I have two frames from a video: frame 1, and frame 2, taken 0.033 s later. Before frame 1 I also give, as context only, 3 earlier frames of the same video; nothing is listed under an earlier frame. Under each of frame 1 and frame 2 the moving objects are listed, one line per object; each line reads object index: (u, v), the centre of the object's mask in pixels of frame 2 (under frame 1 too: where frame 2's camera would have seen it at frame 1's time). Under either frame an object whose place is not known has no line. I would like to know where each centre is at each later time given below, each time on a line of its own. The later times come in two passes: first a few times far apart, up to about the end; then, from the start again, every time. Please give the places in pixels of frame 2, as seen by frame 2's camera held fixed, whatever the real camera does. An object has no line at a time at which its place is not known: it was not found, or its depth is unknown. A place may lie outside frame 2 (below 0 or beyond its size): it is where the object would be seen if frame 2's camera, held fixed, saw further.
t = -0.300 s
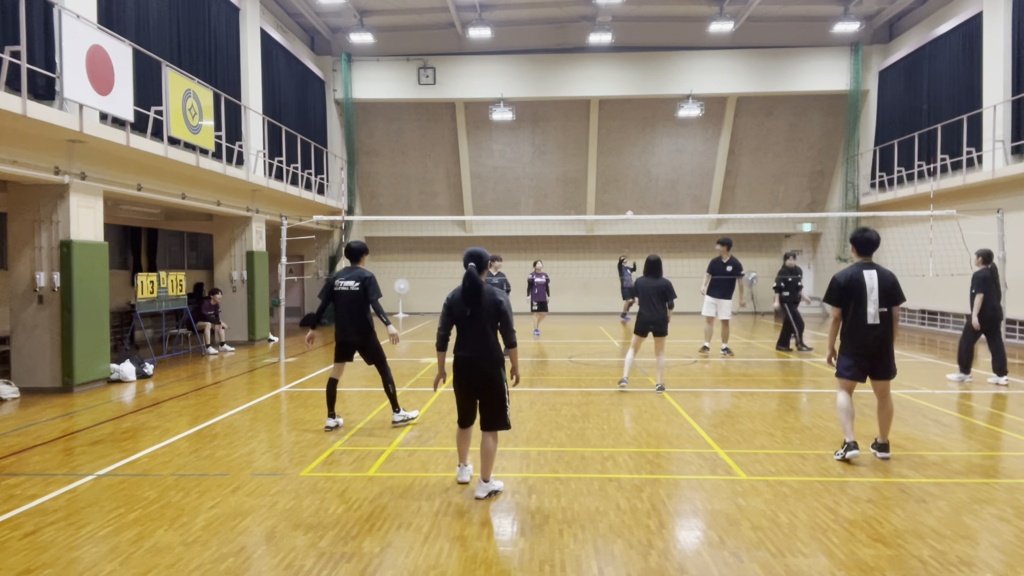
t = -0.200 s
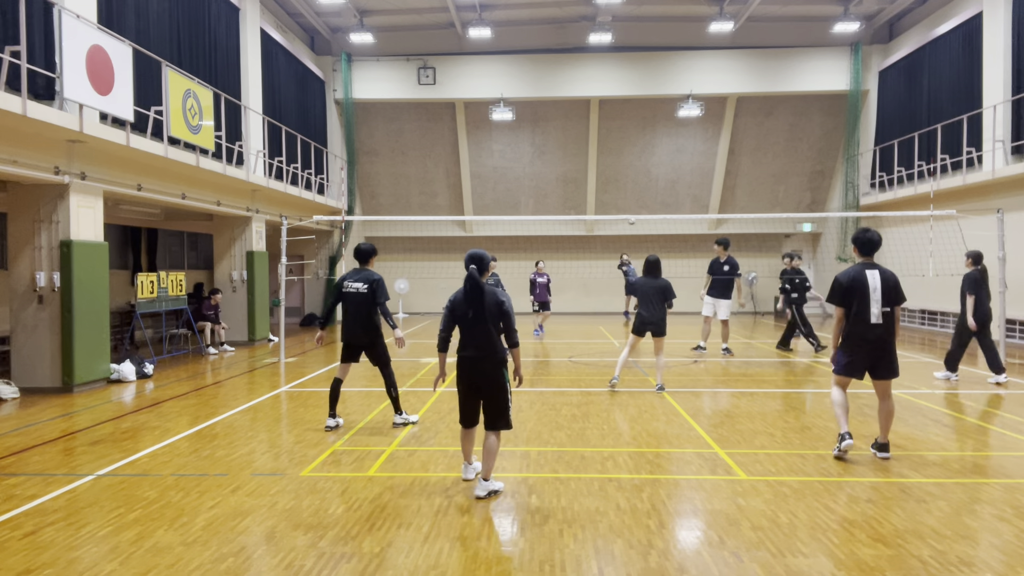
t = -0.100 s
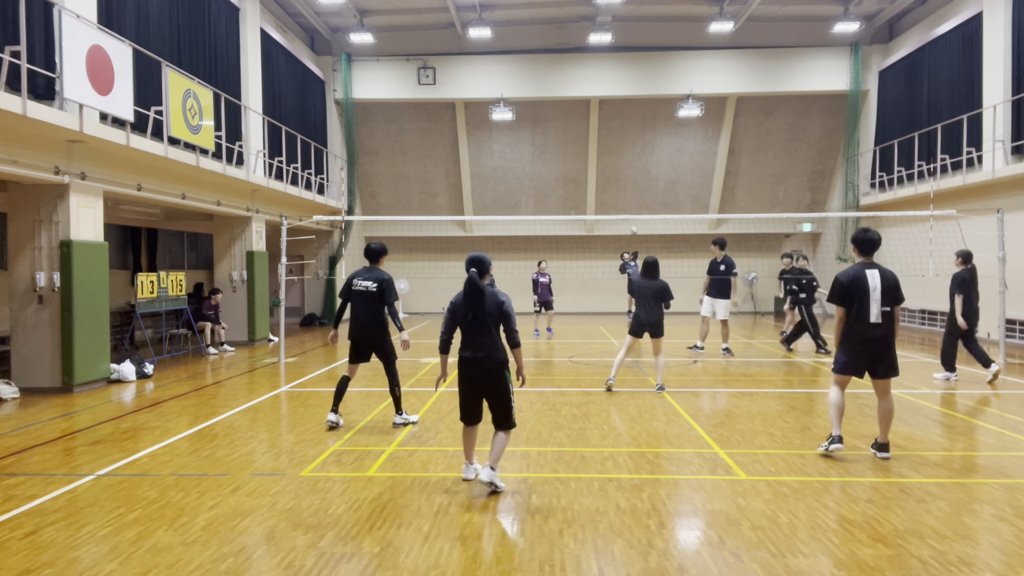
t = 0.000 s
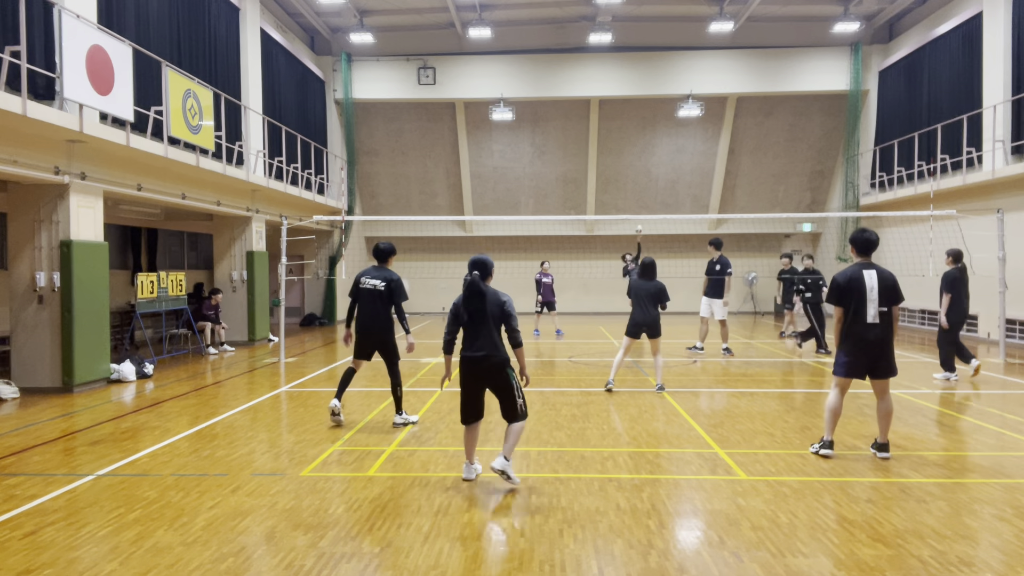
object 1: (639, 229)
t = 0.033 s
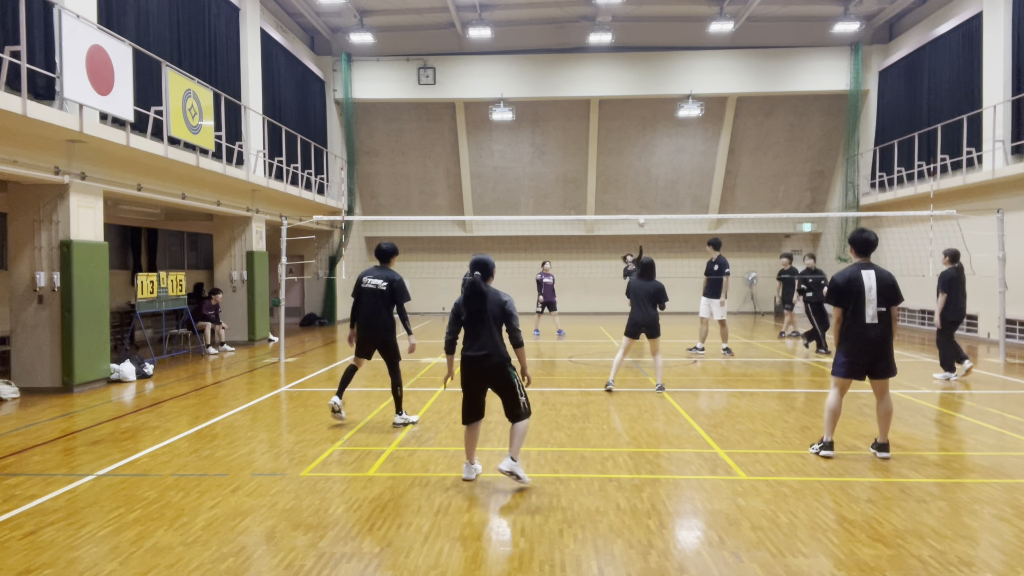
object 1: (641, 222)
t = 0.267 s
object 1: (661, 184)
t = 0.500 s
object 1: (688, 162)
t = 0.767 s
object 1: (735, 174)
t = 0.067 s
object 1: (644, 217)
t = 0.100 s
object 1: (647, 210)
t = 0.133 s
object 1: (649, 205)
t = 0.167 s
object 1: (651, 199)
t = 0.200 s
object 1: (655, 194)
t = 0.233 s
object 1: (658, 189)
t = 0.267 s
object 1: (661, 184)
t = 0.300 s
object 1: (664, 179)
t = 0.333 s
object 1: (668, 175)
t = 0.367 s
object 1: (671, 171)
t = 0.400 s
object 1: (675, 168)
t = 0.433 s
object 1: (679, 165)
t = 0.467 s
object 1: (683, 164)
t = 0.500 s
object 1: (688, 162)
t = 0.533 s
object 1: (692, 160)
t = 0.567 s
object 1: (697, 160)
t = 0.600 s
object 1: (702, 160)
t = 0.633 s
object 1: (709, 160)
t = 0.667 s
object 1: (715, 161)
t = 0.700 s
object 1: (721, 164)
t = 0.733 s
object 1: (727, 168)
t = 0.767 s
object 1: (735, 174)
